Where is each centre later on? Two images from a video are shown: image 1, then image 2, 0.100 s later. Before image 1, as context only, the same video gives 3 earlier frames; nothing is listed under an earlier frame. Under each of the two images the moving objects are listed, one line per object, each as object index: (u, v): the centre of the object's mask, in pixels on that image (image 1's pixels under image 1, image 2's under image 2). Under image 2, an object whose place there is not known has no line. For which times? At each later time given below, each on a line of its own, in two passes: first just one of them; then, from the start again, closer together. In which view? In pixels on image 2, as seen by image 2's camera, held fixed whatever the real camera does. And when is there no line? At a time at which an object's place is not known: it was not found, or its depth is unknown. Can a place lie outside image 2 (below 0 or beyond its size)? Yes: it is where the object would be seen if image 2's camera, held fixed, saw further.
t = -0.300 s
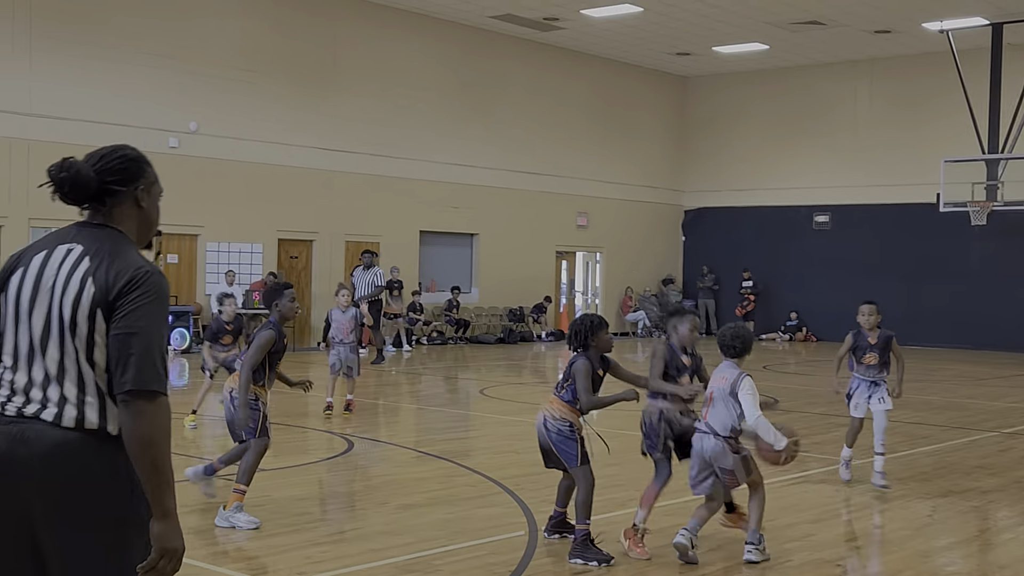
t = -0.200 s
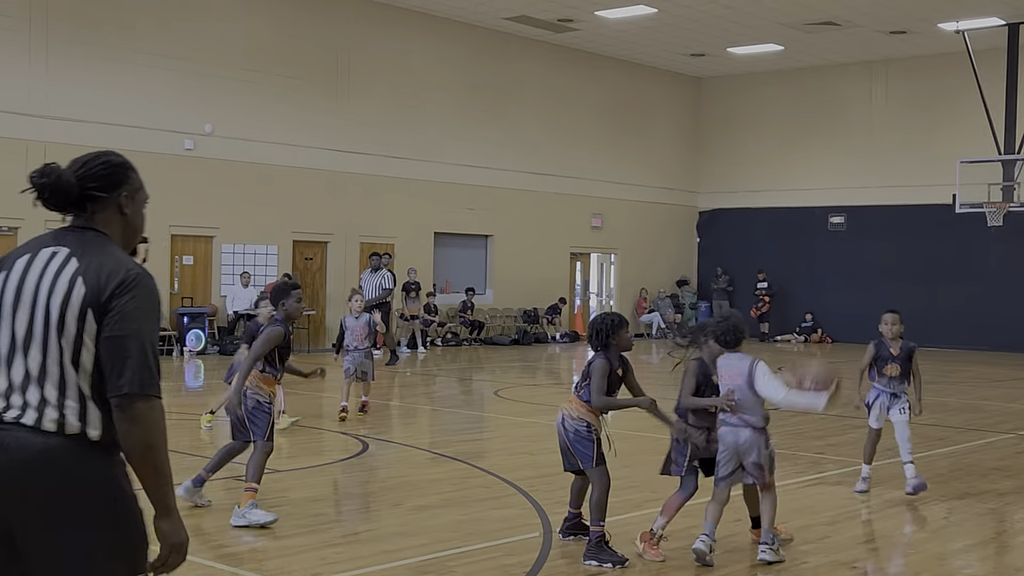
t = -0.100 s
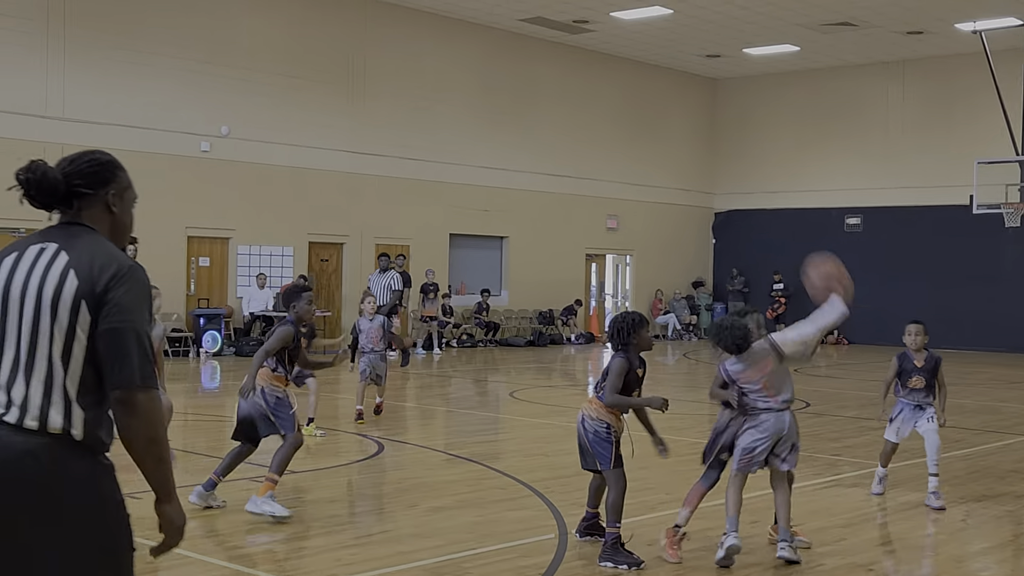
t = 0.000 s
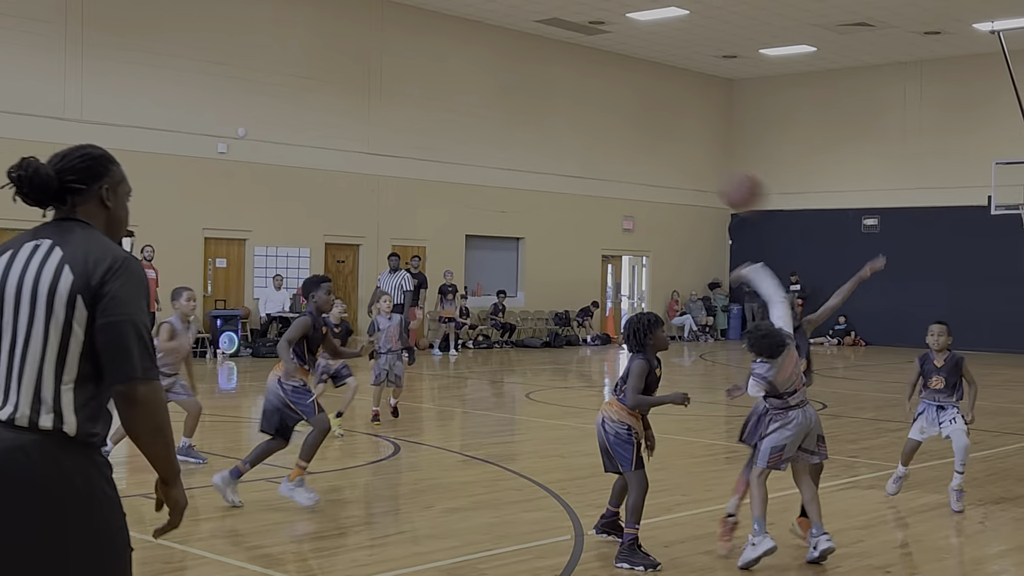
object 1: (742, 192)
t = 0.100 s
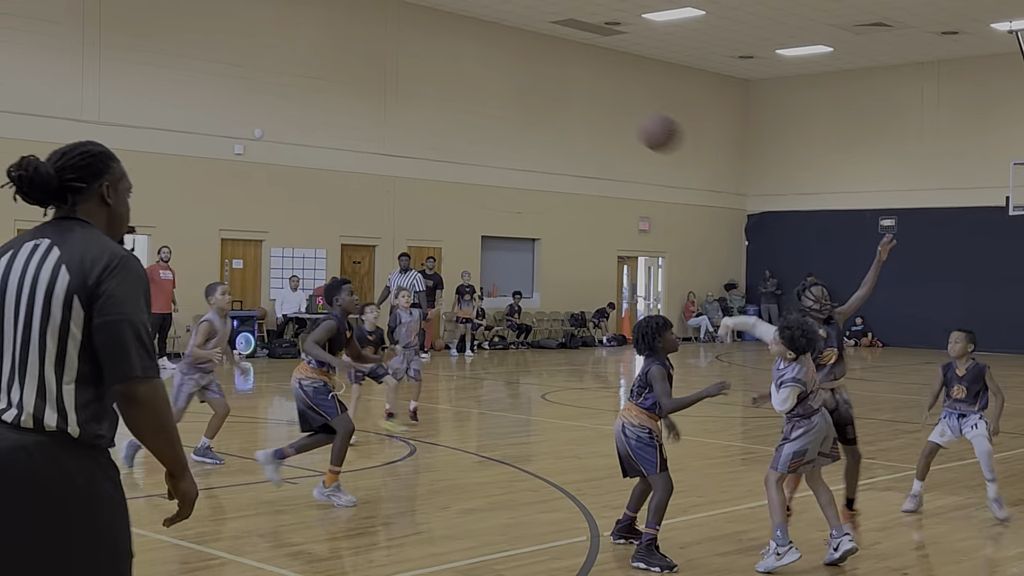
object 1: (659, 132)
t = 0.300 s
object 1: (500, 75)
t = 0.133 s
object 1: (630, 117)
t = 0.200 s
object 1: (573, 95)
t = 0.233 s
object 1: (547, 85)
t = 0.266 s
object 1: (523, 80)
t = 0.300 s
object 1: (500, 75)
